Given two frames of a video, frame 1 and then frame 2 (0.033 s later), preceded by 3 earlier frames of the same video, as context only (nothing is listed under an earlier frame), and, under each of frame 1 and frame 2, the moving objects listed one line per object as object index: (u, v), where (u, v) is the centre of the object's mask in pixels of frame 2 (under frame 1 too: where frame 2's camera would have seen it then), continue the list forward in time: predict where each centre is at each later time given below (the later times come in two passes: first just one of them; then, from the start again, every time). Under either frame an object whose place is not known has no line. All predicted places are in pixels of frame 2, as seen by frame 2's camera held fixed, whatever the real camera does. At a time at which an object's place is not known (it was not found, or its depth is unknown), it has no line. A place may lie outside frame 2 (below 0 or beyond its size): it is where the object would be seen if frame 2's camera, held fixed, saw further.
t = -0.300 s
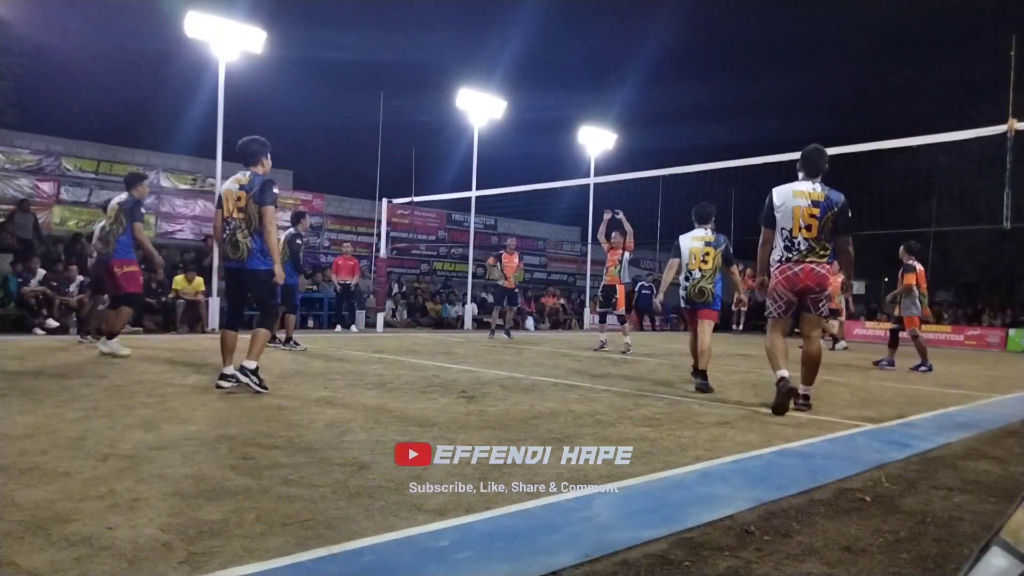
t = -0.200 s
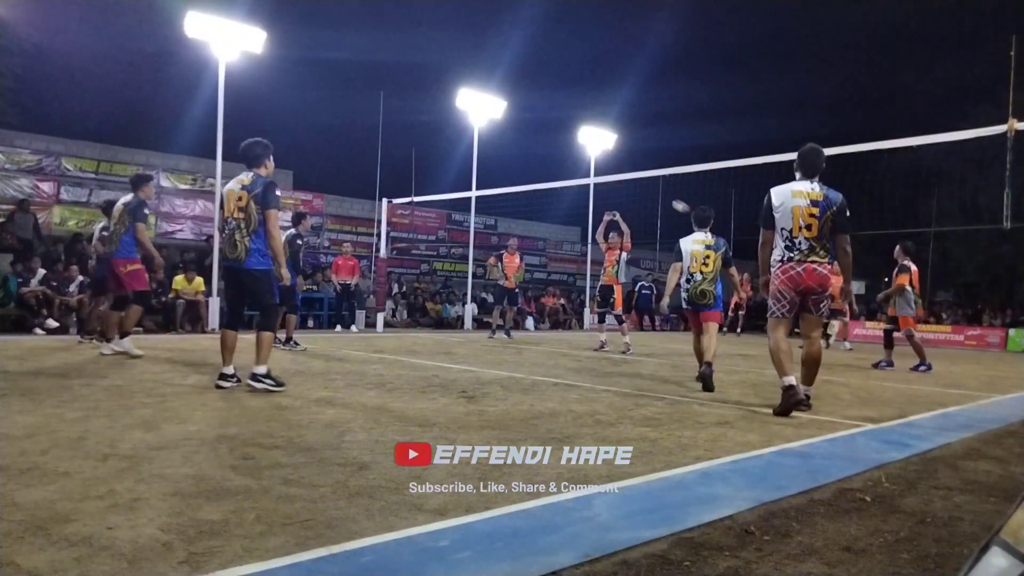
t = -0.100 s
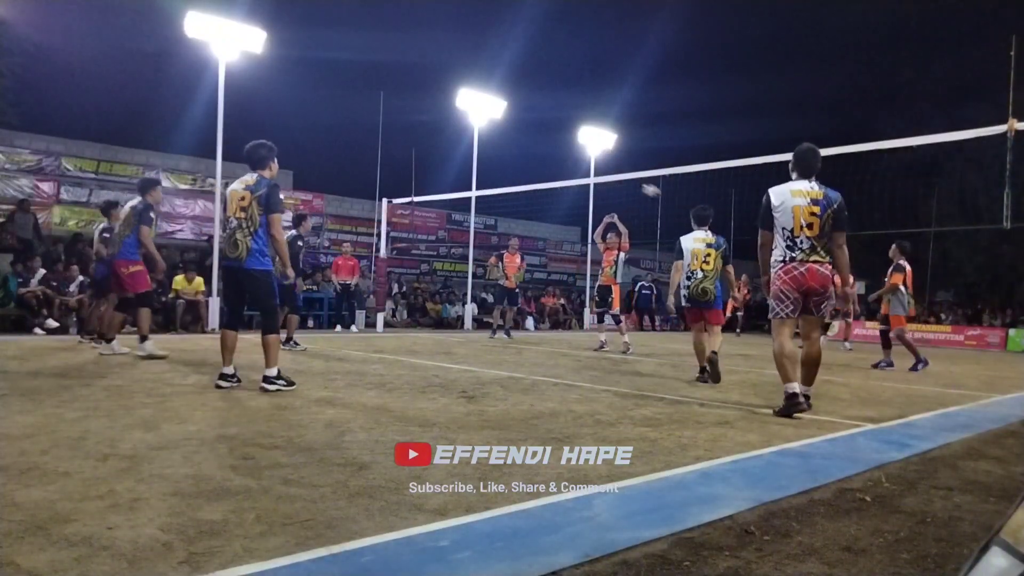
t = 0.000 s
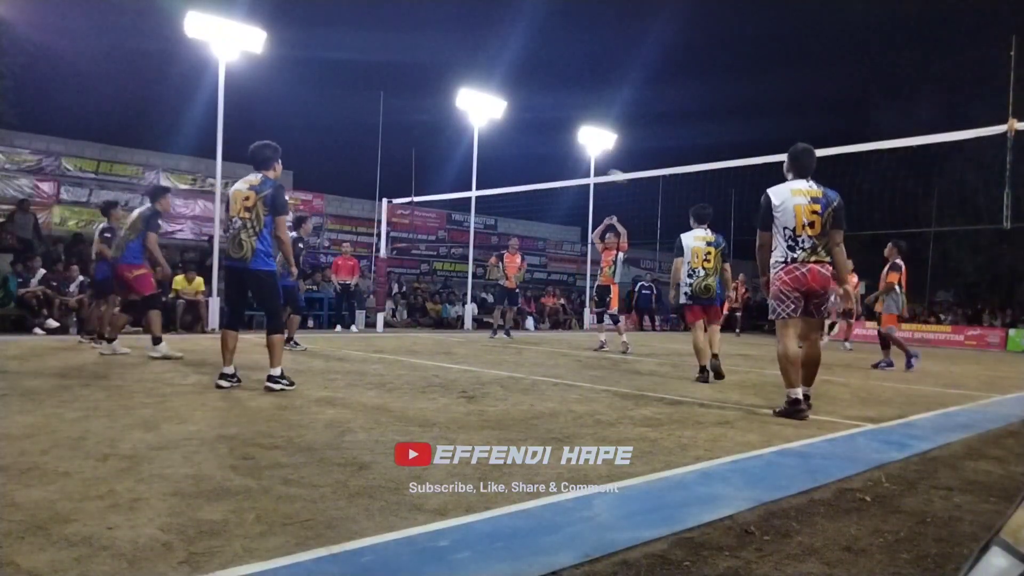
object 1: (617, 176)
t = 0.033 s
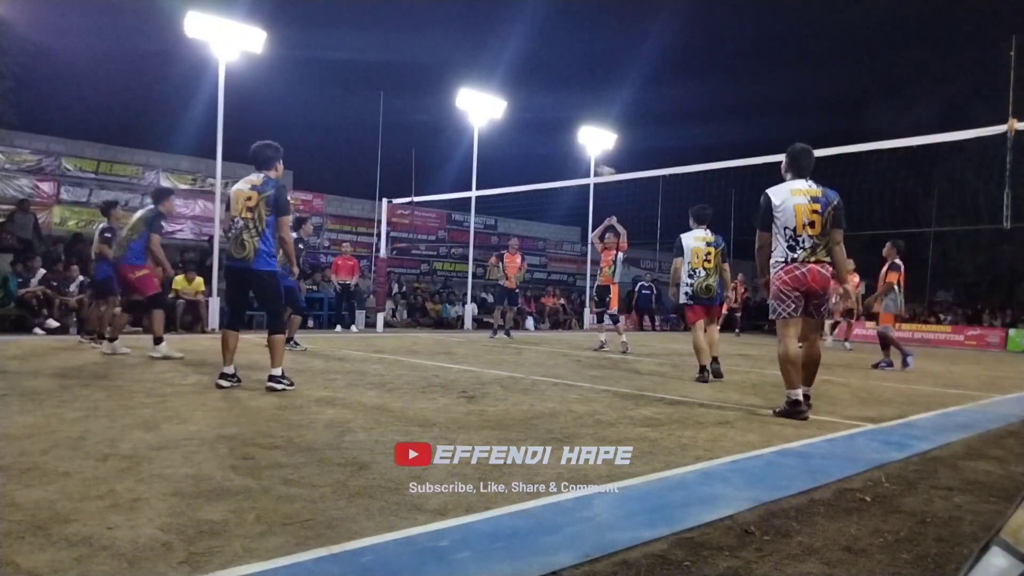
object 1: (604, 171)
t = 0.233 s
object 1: (520, 158)
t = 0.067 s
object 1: (594, 169)
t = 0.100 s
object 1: (580, 165)
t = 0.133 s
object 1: (566, 163)
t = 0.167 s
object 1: (552, 161)
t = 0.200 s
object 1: (537, 159)
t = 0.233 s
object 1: (520, 158)
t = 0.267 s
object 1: (503, 157)
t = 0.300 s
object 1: (488, 157)
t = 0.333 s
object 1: (462, 158)
